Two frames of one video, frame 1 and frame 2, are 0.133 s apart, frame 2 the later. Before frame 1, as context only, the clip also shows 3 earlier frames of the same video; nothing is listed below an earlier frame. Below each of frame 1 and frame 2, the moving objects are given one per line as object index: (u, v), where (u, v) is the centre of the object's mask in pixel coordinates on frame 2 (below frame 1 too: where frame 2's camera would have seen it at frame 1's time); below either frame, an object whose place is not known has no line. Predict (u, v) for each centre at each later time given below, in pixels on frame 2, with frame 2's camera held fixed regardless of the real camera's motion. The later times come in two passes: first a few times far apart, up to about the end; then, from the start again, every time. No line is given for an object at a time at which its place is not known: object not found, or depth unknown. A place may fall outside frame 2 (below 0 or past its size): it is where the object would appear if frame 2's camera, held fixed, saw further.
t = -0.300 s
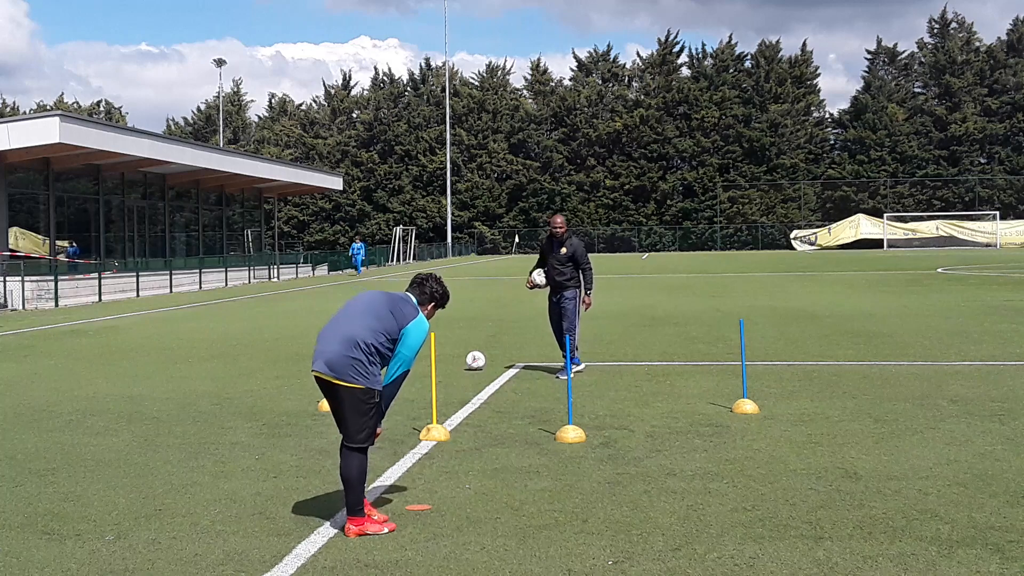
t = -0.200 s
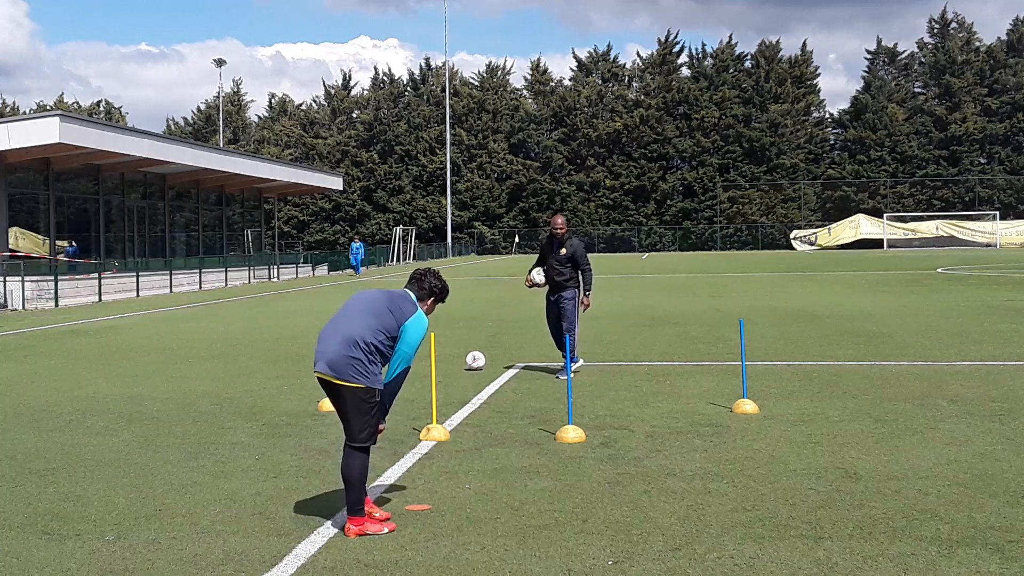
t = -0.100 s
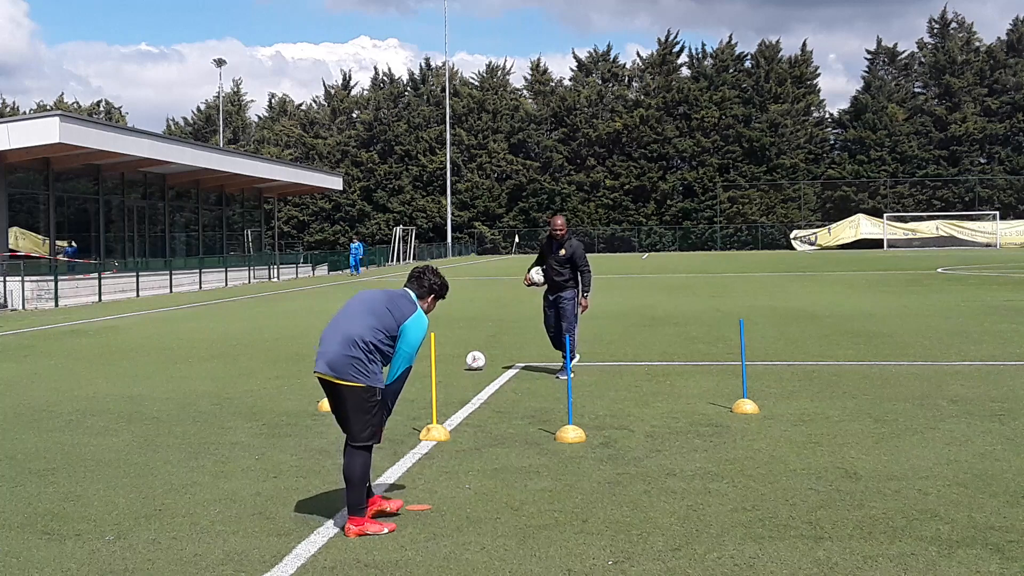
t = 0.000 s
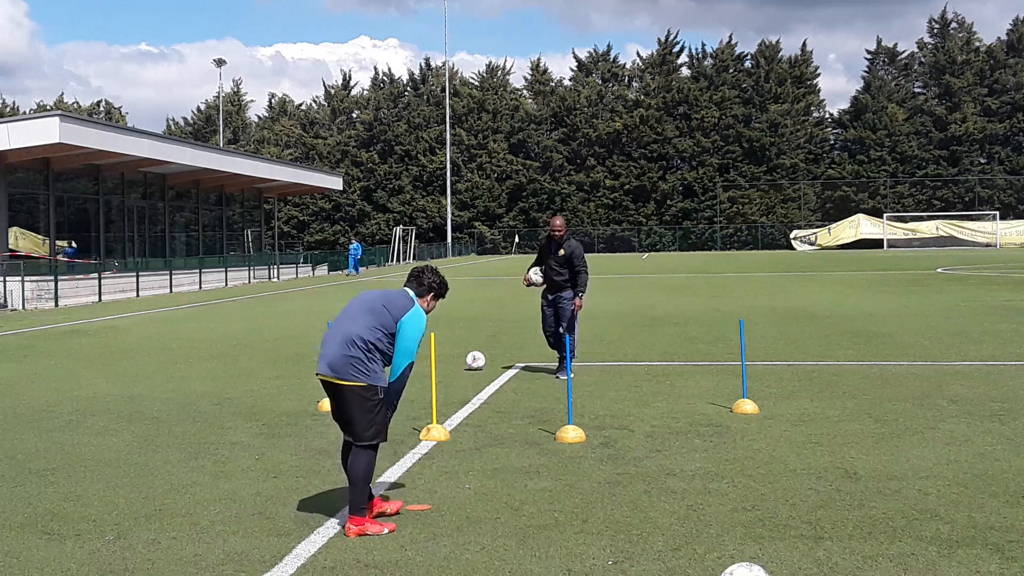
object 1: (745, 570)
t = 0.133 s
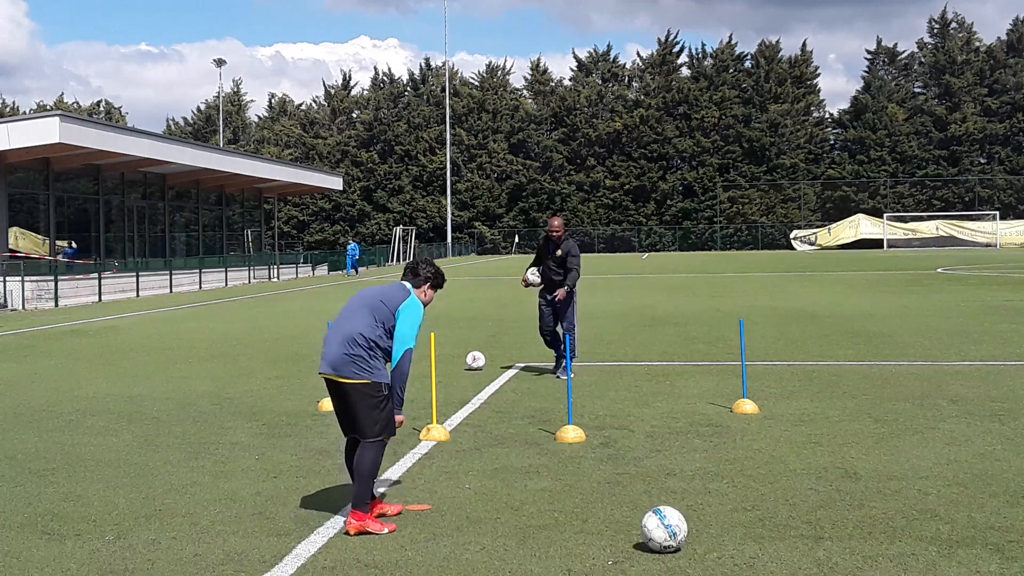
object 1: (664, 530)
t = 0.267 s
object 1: (610, 490)
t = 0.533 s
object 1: (541, 443)
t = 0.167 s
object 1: (649, 517)
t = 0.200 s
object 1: (635, 507)
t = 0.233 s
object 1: (622, 499)
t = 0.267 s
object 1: (610, 490)
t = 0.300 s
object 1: (600, 481)
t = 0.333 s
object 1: (590, 474)
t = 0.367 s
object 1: (580, 469)
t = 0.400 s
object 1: (572, 463)
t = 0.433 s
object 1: (563, 456)
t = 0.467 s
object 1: (556, 452)
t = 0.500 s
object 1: (549, 449)
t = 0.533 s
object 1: (541, 443)
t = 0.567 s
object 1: (535, 439)
